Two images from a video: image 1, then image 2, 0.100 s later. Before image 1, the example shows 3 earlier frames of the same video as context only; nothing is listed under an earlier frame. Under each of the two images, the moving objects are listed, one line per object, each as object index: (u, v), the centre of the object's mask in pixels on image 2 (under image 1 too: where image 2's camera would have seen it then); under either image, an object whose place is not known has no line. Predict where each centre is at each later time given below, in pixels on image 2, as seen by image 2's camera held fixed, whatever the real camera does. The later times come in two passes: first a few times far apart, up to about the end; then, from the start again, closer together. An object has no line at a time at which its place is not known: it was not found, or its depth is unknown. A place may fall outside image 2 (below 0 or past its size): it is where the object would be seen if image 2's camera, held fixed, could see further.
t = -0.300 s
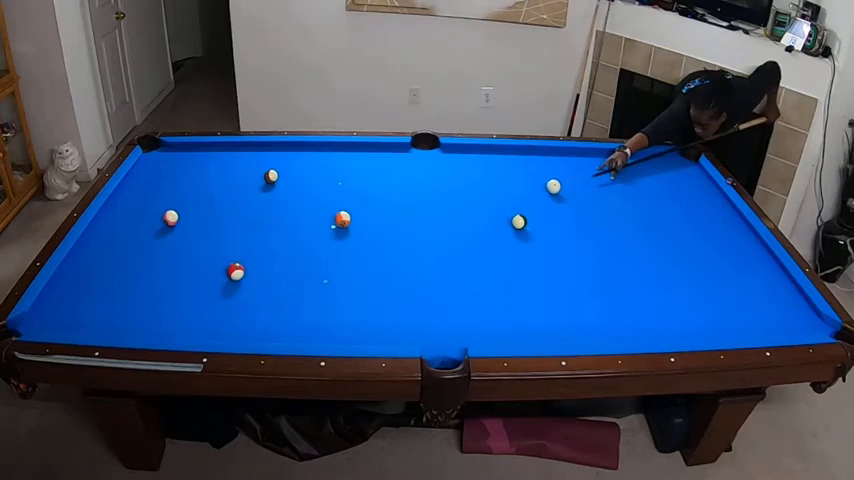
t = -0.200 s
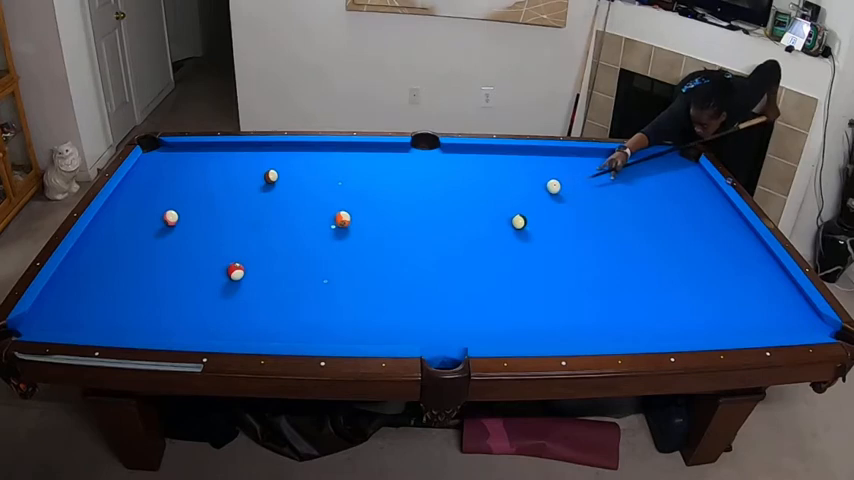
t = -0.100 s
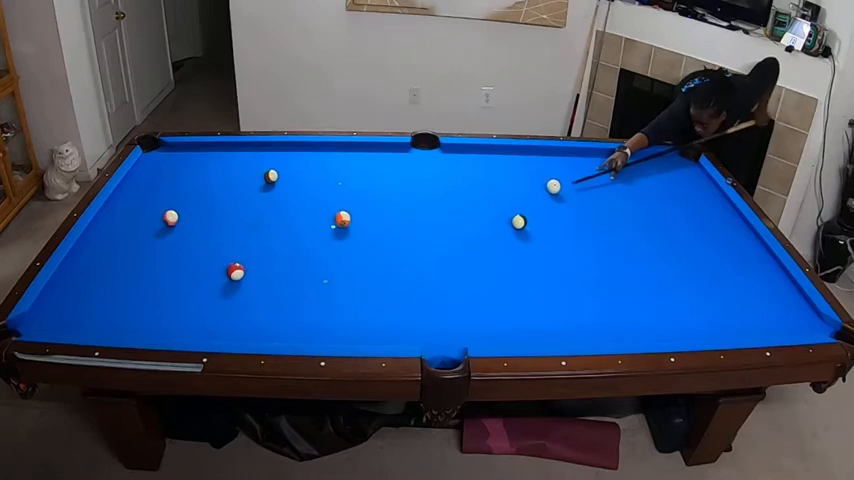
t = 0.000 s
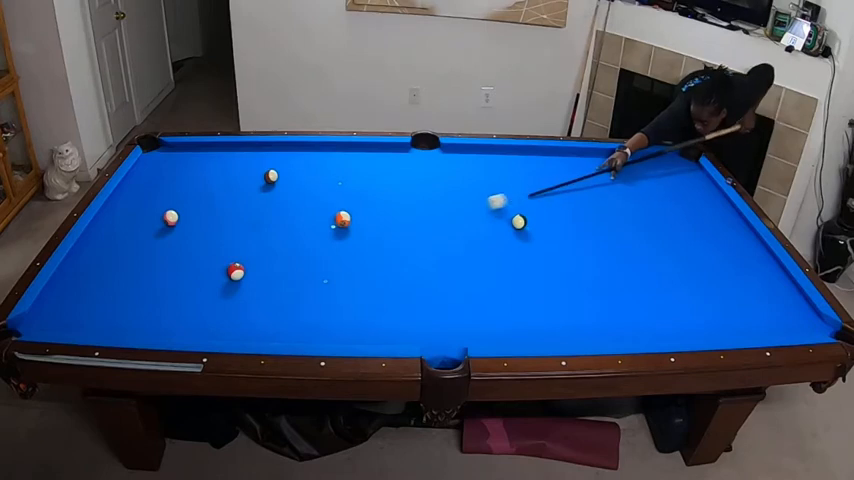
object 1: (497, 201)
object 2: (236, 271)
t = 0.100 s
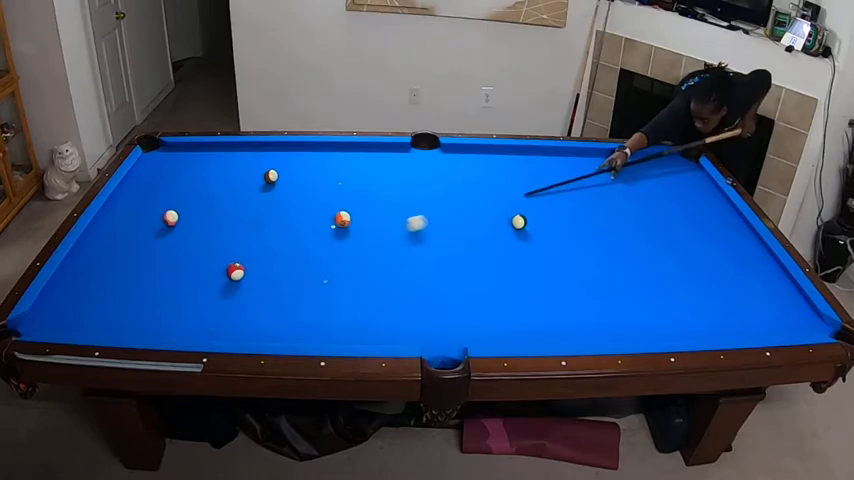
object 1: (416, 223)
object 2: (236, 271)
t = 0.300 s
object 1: (253, 267)
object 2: (231, 272)
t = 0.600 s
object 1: (252, 273)
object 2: (21, 322)
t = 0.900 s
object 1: (253, 278)
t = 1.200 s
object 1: (252, 281)
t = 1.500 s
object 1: (252, 282)
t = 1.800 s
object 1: (252, 282)
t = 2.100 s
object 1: (252, 282)
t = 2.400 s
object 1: (252, 281)
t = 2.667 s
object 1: (252, 282)
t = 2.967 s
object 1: (252, 281)
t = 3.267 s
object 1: (252, 282)
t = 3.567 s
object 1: (252, 282)
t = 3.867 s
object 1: (252, 282)
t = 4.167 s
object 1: (252, 282)
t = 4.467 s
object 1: (252, 282)
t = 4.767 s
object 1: (249, 277)
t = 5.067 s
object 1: (252, 282)
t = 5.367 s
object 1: (252, 282)
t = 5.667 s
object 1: (252, 282)
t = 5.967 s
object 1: (252, 282)
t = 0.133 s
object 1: (388, 231)
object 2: (236, 271)
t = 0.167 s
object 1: (360, 238)
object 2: (235, 271)
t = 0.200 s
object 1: (331, 246)
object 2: (235, 271)
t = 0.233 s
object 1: (304, 253)
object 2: (236, 271)
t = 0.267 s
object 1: (276, 261)
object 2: (235, 271)
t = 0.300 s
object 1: (253, 267)
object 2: (231, 272)
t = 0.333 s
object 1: (253, 268)
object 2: (204, 279)
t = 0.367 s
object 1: (253, 269)
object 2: (178, 285)
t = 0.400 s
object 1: (253, 270)
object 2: (153, 290)
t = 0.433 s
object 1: (253, 270)
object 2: (127, 296)
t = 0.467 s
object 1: (253, 271)
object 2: (104, 302)
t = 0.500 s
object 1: (252, 272)
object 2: (81, 307)
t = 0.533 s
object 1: (252, 272)
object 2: (60, 312)
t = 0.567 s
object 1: (252, 273)
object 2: (39, 317)
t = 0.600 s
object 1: (252, 273)
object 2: (21, 322)
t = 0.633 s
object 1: (253, 274)
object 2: (12, 331)
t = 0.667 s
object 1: (253, 274)
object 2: (6, 339)
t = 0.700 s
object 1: (253, 275)
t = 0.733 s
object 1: (253, 276)
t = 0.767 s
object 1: (253, 276)
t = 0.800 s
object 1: (253, 277)
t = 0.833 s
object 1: (253, 277)
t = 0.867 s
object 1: (253, 278)
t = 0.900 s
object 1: (253, 278)
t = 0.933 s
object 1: (253, 278)
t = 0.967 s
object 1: (253, 279)
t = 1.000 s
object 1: (253, 279)
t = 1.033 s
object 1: (253, 279)
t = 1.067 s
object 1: (253, 280)
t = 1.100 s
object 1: (253, 280)
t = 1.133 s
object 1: (253, 280)
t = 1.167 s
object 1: (253, 281)
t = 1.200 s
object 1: (252, 281)
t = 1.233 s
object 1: (252, 281)
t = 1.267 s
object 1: (252, 281)
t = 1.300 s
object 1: (252, 281)
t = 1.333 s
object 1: (252, 281)
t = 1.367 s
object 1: (252, 282)
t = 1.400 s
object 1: (252, 282)
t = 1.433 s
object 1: (252, 282)
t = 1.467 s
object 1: (252, 282)
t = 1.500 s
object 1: (252, 282)
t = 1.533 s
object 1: (252, 282)
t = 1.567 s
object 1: (252, 282)
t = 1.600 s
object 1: (252, 282)
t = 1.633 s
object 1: (252, 282)
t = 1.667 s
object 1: (252, 282)
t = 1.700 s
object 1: (252, 282)
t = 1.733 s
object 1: (252, 282)
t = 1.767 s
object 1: (252, 281)
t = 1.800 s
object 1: (252, 282)
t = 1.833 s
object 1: (252, 282)
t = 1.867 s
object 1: (252, 282)
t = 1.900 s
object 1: (252, 282)
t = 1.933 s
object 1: (252, 282)
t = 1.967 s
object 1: (252, 282)
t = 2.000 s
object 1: (252, 282)
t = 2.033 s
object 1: (252, 282)
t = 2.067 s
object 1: (252, 282)
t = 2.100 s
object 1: (252, 282)
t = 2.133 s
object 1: (252, 282)
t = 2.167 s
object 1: (252, 282)
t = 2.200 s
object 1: (252, 281)
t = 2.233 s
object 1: (252, 282)
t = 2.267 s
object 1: (252, 282)
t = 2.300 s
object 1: (252, 282)
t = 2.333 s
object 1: (252, 281)
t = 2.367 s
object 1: (252, 281)
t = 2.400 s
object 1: (252, 281)
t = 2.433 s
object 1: (252, 282)
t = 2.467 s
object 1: (252, 282)
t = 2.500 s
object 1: (252, 282)
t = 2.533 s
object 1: (252, 282)
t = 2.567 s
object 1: (252, 282)
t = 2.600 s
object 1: (252, 282)
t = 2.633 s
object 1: (252, 282)
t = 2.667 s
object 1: (252, 282)
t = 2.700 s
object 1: (252, 281)
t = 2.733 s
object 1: (252, 281)
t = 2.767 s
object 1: (252, 281)
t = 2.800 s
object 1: (252, 281)
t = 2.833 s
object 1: (252, 281)
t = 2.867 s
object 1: (252, 282)
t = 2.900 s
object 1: (252, 282)
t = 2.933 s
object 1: (252, 282)
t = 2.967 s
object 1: (252, 281)
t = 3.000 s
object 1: (252, 282)
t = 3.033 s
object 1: (252, 282)
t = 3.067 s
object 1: (252, 282)
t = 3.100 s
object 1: (252, 282)
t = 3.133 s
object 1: (252, 282)
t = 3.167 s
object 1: (252, 282)
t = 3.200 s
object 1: (252, 282)
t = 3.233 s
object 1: (252, 282)
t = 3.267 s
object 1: (252, 282)
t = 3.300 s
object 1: (252, 282)
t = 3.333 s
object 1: (252, 282)
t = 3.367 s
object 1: (252, 282)
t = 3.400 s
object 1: (252, 282)
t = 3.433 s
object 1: (252, 282)
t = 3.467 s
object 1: (252, 282)
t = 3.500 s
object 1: (252, 282)
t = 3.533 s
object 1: (252, 282)
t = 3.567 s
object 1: (252, 282)
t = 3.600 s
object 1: (252, 282)
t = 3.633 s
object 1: (252, 282)
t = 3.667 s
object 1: (252, 282)
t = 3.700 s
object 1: (252, 282)
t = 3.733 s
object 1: (252, 282)
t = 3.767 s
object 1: (252, 282)
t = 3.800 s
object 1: (252, 282)
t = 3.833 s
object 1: (252, 282)
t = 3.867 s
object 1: (252, 282)
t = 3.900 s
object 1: (252, 282)
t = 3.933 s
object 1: (252, 282)
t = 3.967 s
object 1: (252, 282)
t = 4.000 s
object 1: (252, 282)
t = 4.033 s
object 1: (252, 282)
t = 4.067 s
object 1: (252, 282)
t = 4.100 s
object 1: (252, 282)
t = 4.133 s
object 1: (252, 282)
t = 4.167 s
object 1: (252, 282)
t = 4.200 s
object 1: (252, 282)
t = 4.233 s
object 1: (252, 282)
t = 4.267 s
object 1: (252, 282)
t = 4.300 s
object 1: (252, 282)
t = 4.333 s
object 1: (252, 282)
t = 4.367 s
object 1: (252, 282)
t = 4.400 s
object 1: (252, 282)
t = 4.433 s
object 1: (252, 282)
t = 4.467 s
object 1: (252, 282)
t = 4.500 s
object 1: (252, 282)
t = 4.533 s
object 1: (252, 282)
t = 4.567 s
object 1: (252, 282)
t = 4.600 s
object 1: (252, 281)
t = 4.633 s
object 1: (252, 282)
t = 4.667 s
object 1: (252, 282)
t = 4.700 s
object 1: (252, 282)
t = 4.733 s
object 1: (252, 282)
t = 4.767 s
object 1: (249, 277)
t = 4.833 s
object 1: (253, 278)
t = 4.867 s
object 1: (252, 282)
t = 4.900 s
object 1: (252, 282)
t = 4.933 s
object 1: (252, 282)
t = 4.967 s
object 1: (252, 282)
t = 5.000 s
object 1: (252, 282)
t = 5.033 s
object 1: (252, 282)
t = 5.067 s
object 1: (252, 282)
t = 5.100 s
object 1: (252, 282)
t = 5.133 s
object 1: (252, 282)
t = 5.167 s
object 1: (252, 282)
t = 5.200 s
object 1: (252, 282)
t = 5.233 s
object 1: (252, 282)
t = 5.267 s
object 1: (252, 282)
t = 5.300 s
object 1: (252, 282)
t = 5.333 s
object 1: (252, 282)
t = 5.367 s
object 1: (252, 282)
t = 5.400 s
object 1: (252, 282)
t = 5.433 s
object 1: (252, 282)
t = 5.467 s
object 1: (252, 282)
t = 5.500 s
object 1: (252, 282)
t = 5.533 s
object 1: (252, 281)
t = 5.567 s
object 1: (252, 282)
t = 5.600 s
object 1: (252, 282)
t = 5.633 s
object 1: (252, 282)
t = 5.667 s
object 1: (252, 282)
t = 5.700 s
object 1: (252, 282)
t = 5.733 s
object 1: (252, 282)
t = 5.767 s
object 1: (252, 282)
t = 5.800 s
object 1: (252, 282)
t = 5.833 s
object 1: (252, 282)
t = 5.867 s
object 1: (252, 282)
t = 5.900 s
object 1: (252, 282)
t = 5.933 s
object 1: (252, 282)
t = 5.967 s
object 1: (252, 282)
